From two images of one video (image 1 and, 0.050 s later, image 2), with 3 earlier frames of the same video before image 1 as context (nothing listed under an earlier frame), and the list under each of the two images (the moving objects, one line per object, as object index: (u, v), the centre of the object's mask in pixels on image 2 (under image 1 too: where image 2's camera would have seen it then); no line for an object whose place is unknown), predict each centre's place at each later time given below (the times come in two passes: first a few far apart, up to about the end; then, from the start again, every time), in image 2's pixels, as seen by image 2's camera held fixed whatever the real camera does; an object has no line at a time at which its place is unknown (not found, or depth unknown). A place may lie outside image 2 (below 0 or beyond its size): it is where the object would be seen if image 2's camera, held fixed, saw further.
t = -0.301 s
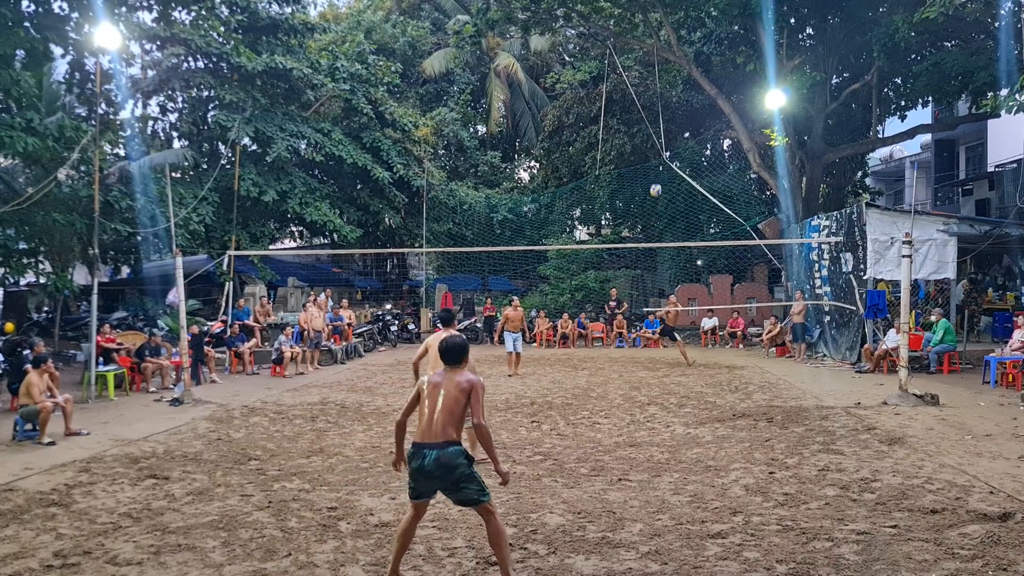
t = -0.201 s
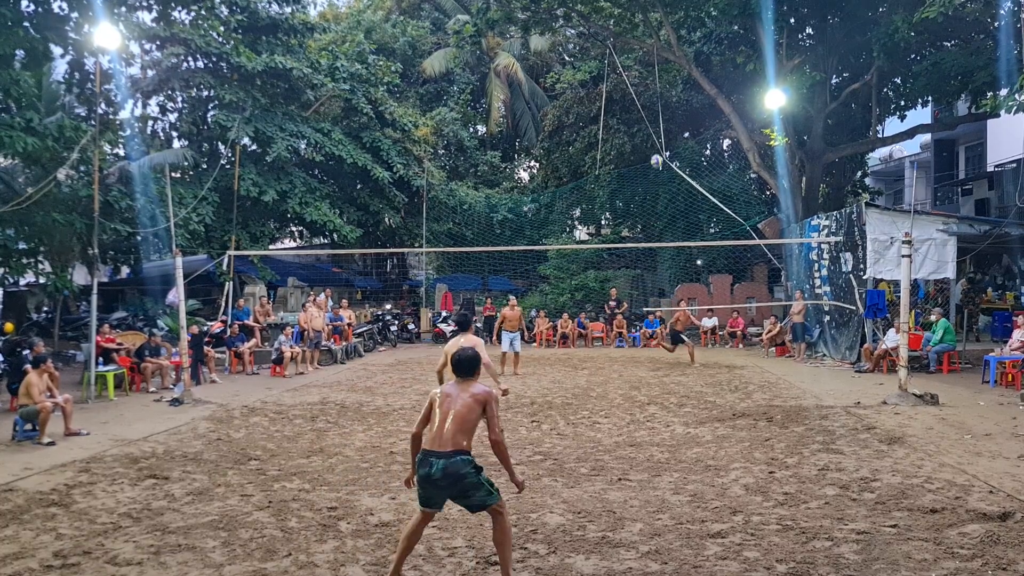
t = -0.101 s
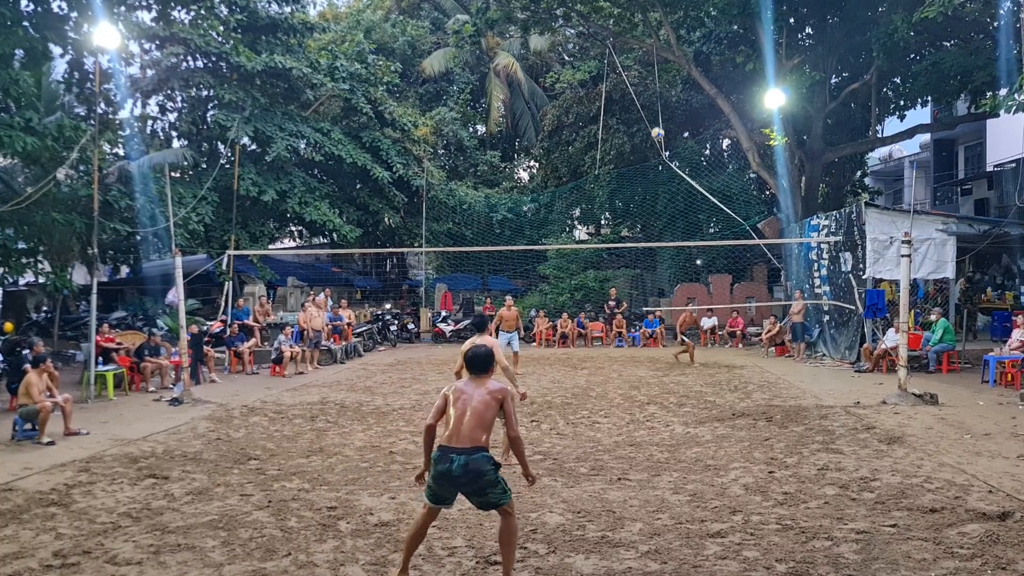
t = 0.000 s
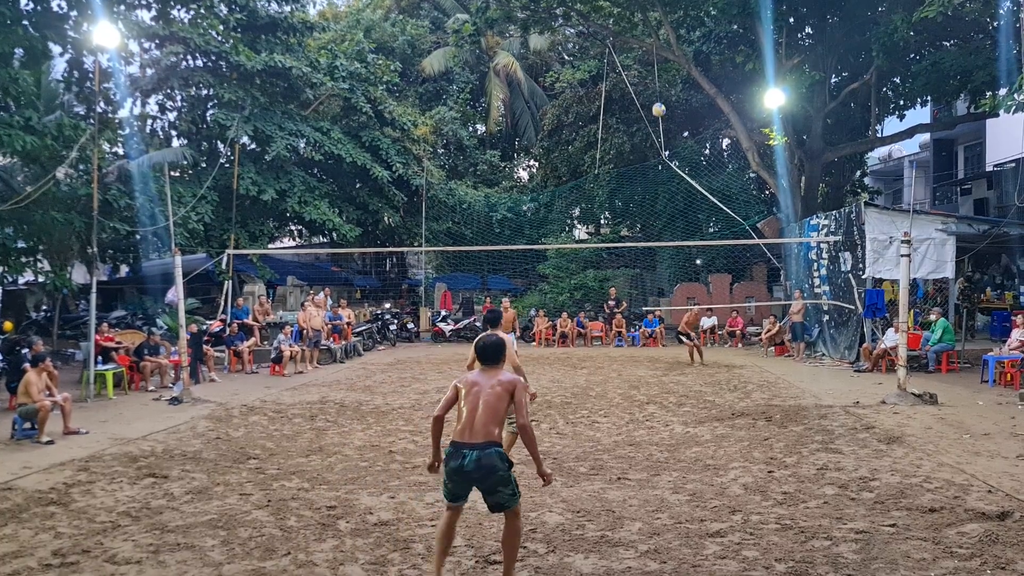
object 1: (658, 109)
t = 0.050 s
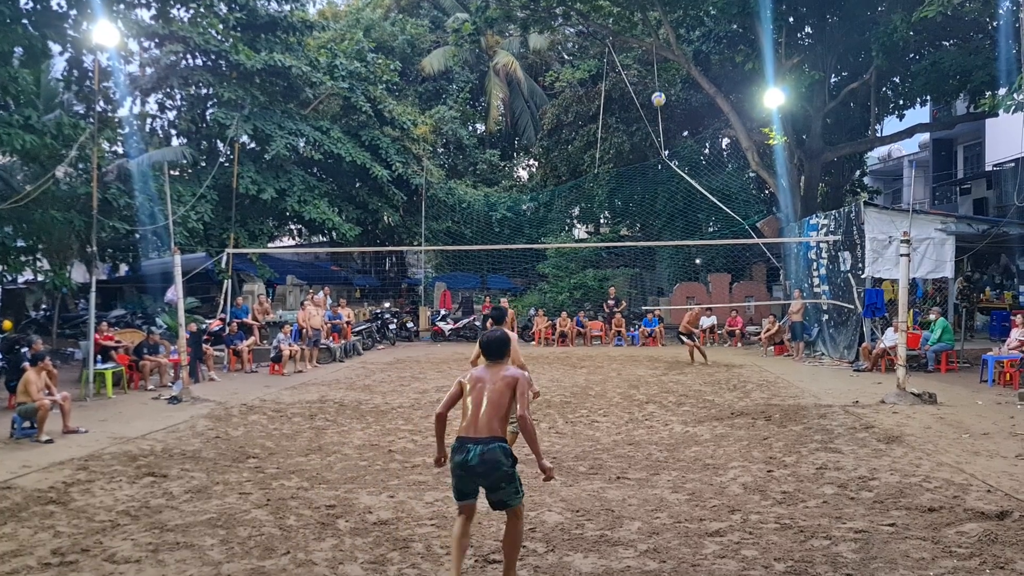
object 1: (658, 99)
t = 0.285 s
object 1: (661, 69)
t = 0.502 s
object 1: (665, 72)
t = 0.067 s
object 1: (658, 96)
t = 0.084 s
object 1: (659, 93)
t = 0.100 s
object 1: (659, 90)
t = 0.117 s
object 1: (659, 87)
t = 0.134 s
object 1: (659, 85)
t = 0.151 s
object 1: (659, 83)
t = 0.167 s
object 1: (659, 80)
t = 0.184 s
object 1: (660, 78)
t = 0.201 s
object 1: (660, 77)
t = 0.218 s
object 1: (660, 75)
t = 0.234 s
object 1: (660, 73)
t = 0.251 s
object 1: (661, 71)
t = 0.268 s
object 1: (661, 70)
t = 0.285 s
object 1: (661, 69)
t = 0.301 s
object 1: (662, 68)
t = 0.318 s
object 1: (662, 67)
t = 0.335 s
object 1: (662, 67)
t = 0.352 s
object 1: (663, 66)
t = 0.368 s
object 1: (663, 66)
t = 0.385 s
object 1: (663, 66)
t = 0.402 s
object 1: (664, 66)
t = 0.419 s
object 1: (664, 67)
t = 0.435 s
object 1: (664, 67)
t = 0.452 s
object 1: (664, 68)
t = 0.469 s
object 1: (665, 69)
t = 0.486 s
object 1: (665, 71)
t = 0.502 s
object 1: (665, 72)
